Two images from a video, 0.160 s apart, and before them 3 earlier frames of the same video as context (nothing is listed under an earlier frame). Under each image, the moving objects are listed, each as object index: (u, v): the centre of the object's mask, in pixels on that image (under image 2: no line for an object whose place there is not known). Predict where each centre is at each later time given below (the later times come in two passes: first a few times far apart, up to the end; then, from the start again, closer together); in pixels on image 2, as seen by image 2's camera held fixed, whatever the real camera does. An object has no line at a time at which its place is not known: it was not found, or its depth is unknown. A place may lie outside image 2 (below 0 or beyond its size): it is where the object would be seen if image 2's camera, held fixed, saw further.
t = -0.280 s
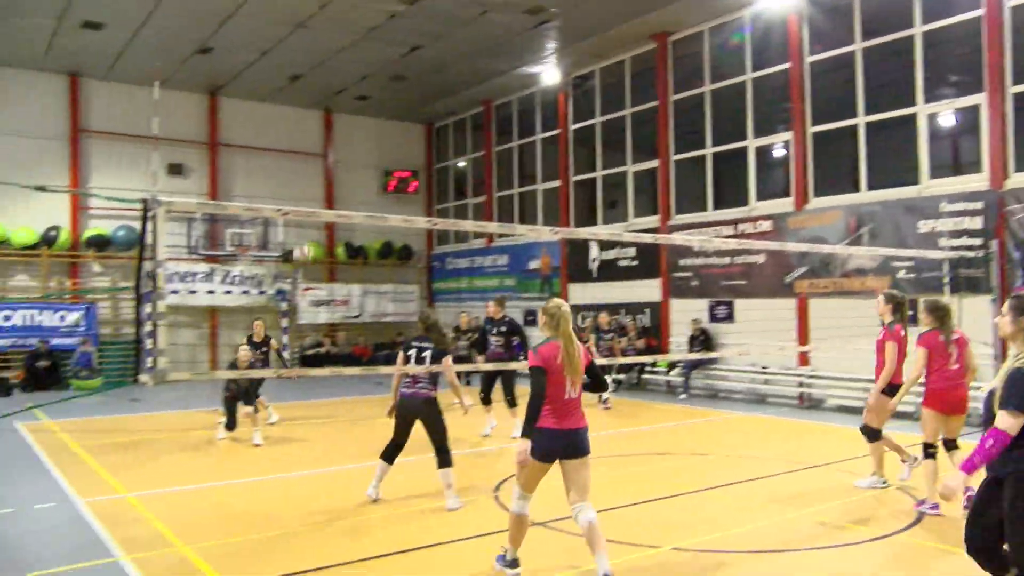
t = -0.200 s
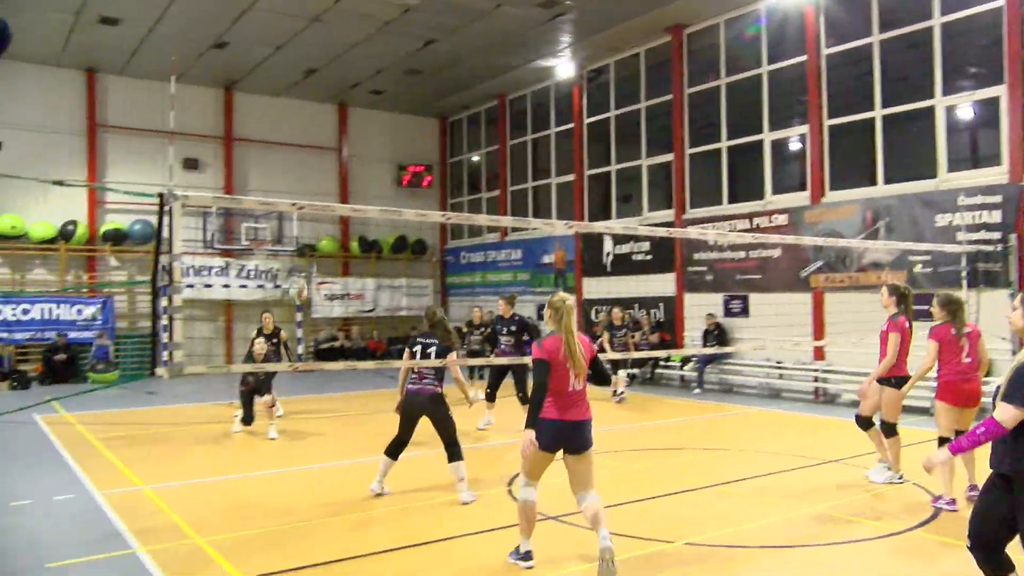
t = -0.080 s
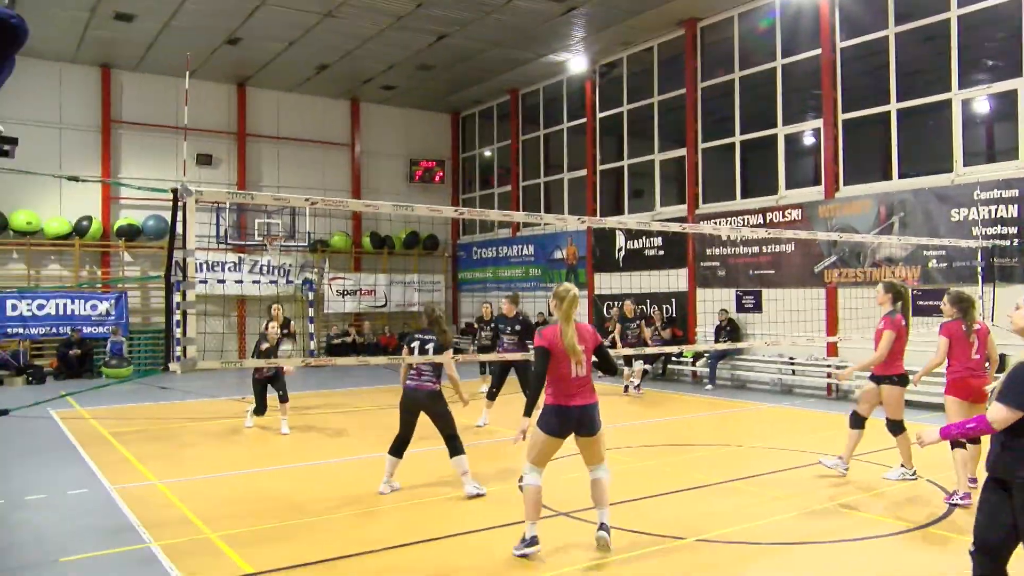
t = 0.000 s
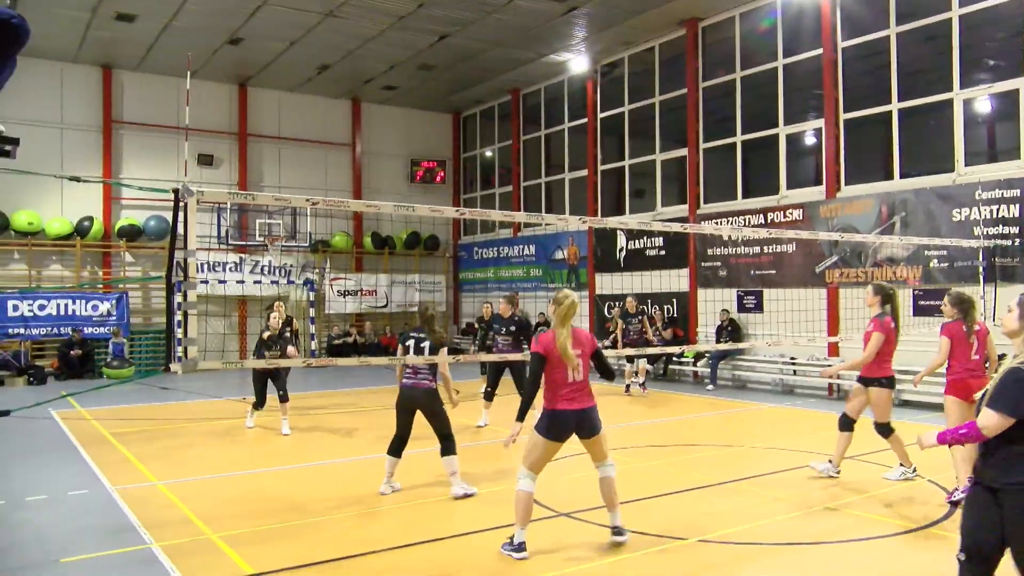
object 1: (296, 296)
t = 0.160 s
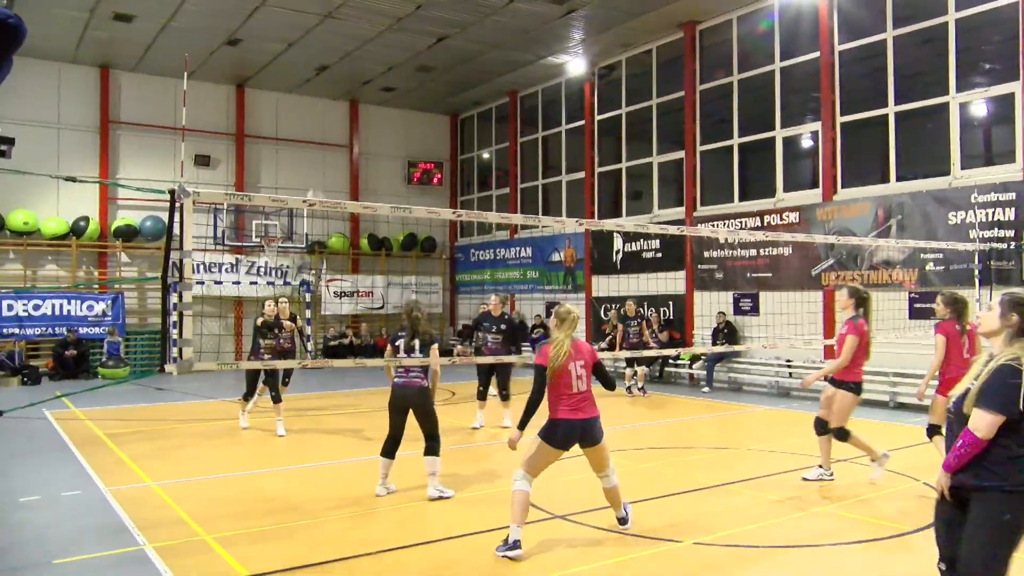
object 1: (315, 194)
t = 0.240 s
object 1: (326, 158)
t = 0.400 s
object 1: (349, 86)
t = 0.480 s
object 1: (363, 57)
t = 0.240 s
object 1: (326, 158)
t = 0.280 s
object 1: (331, 138)
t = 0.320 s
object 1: (337, 119)
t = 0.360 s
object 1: (343, 102)
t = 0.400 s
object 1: (349, 86)
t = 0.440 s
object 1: (356, 71)
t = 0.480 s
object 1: (363, 57)
